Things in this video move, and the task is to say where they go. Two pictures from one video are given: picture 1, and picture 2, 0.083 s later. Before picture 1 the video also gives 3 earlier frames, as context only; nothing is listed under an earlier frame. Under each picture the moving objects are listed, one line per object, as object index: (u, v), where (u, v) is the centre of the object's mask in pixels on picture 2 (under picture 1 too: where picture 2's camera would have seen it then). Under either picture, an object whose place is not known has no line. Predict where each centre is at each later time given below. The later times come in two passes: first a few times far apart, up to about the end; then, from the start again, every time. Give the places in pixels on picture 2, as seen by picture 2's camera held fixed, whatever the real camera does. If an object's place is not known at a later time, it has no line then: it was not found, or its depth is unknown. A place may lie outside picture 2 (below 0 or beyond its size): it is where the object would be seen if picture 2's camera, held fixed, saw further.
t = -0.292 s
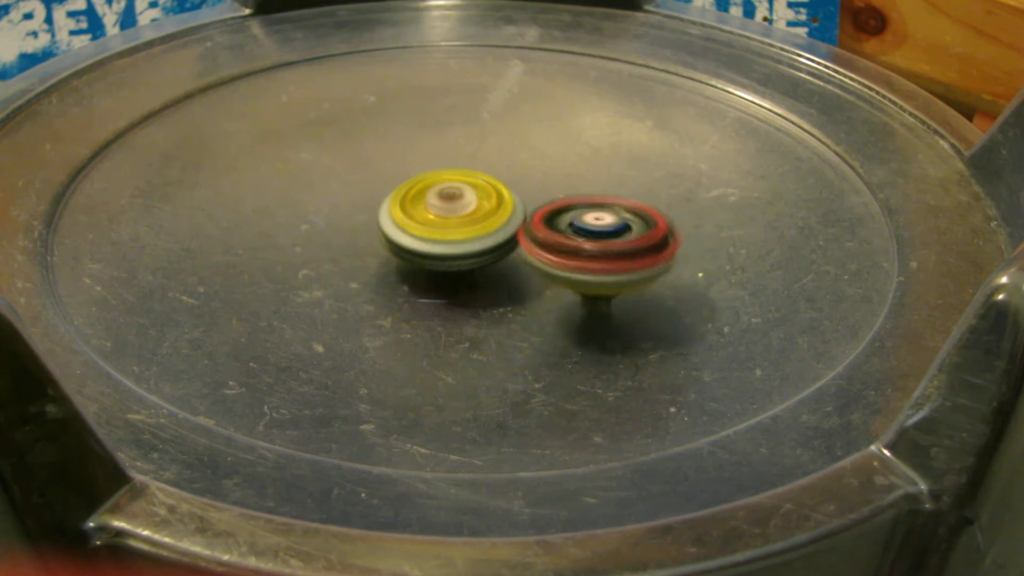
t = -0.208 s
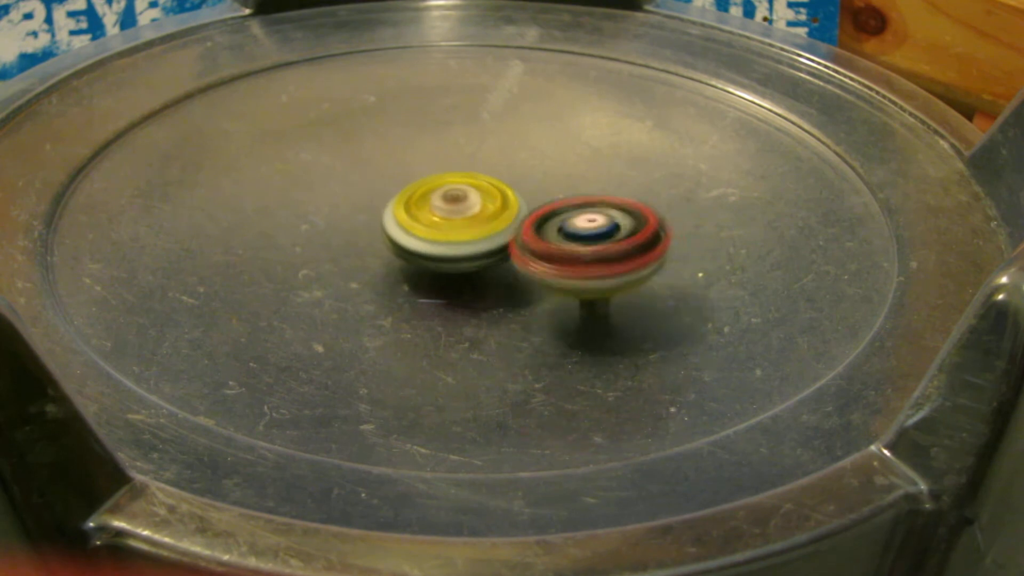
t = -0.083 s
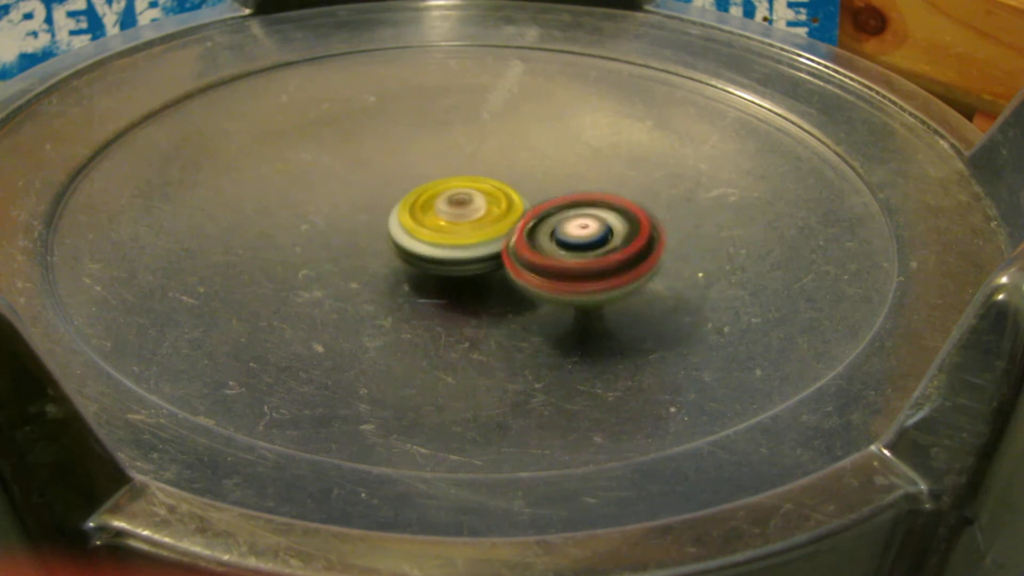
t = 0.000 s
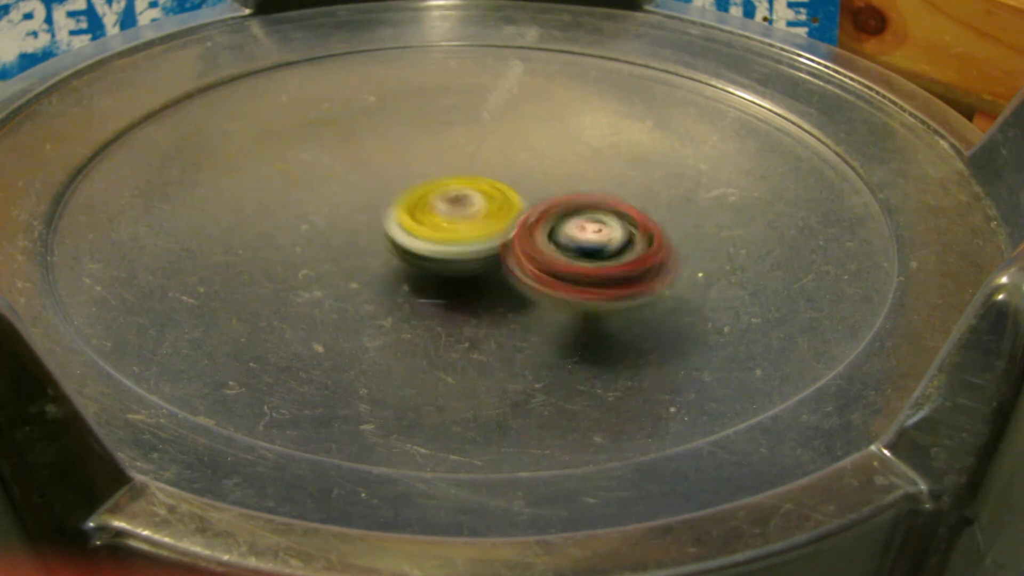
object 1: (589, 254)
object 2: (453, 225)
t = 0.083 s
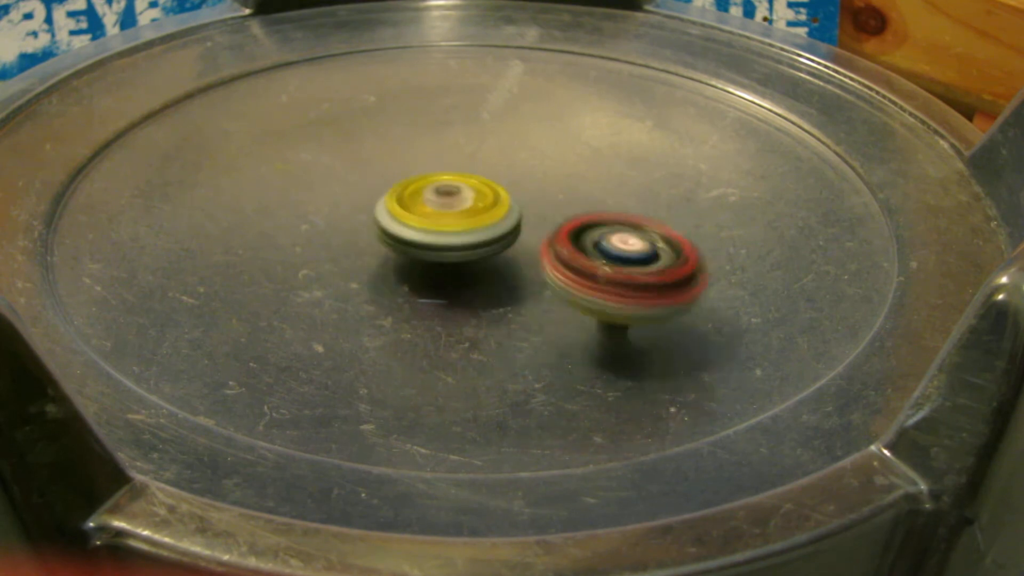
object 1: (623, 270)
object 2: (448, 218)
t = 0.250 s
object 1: (597, 270)
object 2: (443, 219)
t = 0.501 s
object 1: (542, 265)
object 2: (431, 216)
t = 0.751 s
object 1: (526, 270)
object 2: (415, 207)
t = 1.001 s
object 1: (495, 268)
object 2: (416, 204)
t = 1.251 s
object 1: (423, 277)
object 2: (448, 192)
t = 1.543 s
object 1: (394, 266)
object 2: (462, 203)
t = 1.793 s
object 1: (385, 264)
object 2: (473, 209)
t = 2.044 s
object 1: (358, 284)
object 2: (477, 198)
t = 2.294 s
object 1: (442, 255)
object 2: (481, 178)
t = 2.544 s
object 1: (420, 225)
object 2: (496, 173)
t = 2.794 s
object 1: (344, 236)
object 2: (485, 186)
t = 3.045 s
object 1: (370, 241)
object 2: (486, 184)
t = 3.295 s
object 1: (396, 231)
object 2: (485, 176)
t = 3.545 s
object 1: (410, 231)
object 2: (480, 172)
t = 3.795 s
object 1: (394, 248)
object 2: (484, 175)
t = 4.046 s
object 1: (434, 233)
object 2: (495, 166)
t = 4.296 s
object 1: (446, 239)
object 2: (481, 171)
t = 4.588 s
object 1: (420, 238)
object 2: (470, 165)
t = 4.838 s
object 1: (413, 234)
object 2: (467, 164)
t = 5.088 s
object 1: (424, 246)
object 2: (466, 164)
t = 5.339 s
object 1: (464, 225)
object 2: (460, 153)
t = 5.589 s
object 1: (460, 234)
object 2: (451, 155)
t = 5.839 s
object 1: (460, 239)
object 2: (436, 161)
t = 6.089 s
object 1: (466, 227)
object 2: (425, 153)
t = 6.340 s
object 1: (473, 233)
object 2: (426, 162)
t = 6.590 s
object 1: (493, 229)
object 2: (421, 166)
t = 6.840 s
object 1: (506, 228)
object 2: (411, 170)
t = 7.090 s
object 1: (478, 230)
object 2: (395, 166)
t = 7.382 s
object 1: (474, 239)
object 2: (398, 177)
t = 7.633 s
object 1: (486, 233)
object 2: (384, 181)
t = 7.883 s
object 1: (488, 233)
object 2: (383, 181)
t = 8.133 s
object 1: (498, 216)
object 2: (374, 183)
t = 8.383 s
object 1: (550, 206)
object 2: (357, 194)
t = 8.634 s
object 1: (512, 195)
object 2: (348, 214)
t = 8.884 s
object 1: (499, 197)
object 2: (347, 227)
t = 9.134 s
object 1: (511, 197)
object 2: (373, 231)
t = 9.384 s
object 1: (533, 195)
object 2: (407, 250)
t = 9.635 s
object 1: (462, 172)
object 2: (484, 275)
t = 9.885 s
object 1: (423, 165)
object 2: (514, 278)
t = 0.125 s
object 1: (622, 272)
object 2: (446, 218)
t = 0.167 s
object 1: (617, 271)
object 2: (445, 218)
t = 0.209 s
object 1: (609, 270)
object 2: (444, 219)
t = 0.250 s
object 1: (597, 270)
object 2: (443, 219)
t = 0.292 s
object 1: (586, 268)
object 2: (442, 219)
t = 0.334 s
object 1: (576, 268)
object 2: (441, 219)
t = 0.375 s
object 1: (568, 266)
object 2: (439, 219)
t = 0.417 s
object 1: (561, 266)
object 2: (437, 218)
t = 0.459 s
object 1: (553, 266)
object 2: (434, 217)
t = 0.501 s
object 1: (542, 265)
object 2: (431, 216)
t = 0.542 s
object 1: (526, 262)
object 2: (427, 213)
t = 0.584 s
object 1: (517, 259)
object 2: (419, 211)
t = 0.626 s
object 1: (527, 264)
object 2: (415, 208)
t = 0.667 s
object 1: (529, 270)
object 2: (415, 207)
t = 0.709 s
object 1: (528, 270)
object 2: (415, 207)
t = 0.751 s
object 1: (526, 270)
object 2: (415, 207)
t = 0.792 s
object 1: (519, 269)
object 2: (414, 207)
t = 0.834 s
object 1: (512, 270)
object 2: (415, 206)
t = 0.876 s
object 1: (506, 270)
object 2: (415, 206)
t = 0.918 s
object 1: (503, 271)
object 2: (415, 206)
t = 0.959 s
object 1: (499, 269)
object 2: (416, 205)
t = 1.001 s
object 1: (495, 268)
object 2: (416, 204)
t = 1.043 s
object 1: (487, 267)
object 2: (416, 201)
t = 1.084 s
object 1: (477, 263)
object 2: (416, 199)
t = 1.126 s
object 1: (467, 260)
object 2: (420, 193)
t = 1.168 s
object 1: (452, 273)
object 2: (437, 191)
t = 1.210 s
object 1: (436, 275)
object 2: (444, 190)
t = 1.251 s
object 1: (423, 277)
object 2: (448, 192)
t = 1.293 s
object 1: (418, 274)
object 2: (450, 194)
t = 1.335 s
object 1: (415, 275)
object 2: (453, 195)
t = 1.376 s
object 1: (415, 275)
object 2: (454, 197)
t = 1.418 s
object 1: (412, 274)
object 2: (455, 199)
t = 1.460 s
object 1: (407, 270)
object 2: (456, 200)
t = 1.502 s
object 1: (400, 269)
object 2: (458, 201)
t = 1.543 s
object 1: (394, 266)
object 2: (462, 203)
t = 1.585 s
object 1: (393, 262)
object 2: (467, 203)
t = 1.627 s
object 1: (383, 264)
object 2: (472, 205)
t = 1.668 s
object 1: (381, 266)
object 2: (474, 207)
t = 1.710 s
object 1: (387, 266)
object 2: (475, 208)
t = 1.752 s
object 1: (391, 263)
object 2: (475, 209)
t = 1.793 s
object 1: (385, 264)
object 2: (473, 209)
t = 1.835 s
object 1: (367, 275)
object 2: (473, 205)
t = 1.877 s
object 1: (355, 284)
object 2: (480, 199)
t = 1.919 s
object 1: (349, 288)
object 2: (481, 198)
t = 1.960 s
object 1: (349, 291)
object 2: (479, 198)
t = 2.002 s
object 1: (355, 285)
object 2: (478, 198)
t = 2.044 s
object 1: (358, 284)
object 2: (477, 198)
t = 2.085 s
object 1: (366, 279)
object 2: (475, 198)
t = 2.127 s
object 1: (383, 273)
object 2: (476, 197)
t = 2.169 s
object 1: (403, 266)
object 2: (477, 193)
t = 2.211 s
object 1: (423, 256)
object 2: (477, 189)
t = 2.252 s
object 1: (437, 253)
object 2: (480, 182)
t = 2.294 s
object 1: (442, 255)
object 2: (481, 178)
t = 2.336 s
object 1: (440, 255)
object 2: (482, 177)
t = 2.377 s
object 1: (434, 254)
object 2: (484, 176)
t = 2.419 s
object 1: (432, 245)
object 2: (485, 175)
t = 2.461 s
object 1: (429, 240)
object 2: (488, 173)
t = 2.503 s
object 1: (424, 233)
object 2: (490, 173)
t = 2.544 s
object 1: (420, 225)
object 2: (496, 173)
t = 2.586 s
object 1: (397, 229)
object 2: (493, 175)
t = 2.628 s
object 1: (383, 233)
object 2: (491, 179)
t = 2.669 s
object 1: (366, 232)
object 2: (489, 181)
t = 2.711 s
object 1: (352, 234)
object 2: (488, 183)
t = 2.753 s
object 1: (344, 235)
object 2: (486, 184)
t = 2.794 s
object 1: (344, 236)
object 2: (485, 186)
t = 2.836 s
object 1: (347, 237)
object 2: (484, 187)
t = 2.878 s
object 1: (347, 239)
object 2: (482, 188)
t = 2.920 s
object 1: (351, 238)
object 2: (479, 190)
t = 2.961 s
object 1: (360, 236)
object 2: (481, 189)
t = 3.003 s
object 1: (373, 236)
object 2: (481, 189)
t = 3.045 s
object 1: (370, 241)
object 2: (486, 184)
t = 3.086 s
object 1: (371, 244)
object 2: (489, 182)
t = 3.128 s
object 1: (379, 245)
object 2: (488, 182)
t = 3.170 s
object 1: (388, 243)
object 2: (486, 181)
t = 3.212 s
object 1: (391, 239)
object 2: (483, 181)
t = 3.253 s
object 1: (393, 234)
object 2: (484, 179)
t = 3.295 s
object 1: (396, 231)
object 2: (485, 176)
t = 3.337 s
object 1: (397, 232)
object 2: (485, 175)
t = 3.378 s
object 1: (397, 232)
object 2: (484, 174)
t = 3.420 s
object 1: (398, 233)
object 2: (483, 174)
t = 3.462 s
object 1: (399, 231)
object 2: (482, 173)
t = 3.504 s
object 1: (404, 231)
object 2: (482, 172)
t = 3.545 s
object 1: (410, 231)
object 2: (480, 172)
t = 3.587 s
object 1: (418, 234)
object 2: (479, 171)
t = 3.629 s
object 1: (422, 235)
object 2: (478, 171)
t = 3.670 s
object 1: (418, 240)
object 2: (476, 173)
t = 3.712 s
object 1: (399, 244)
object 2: (482, 174)
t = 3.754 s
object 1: (393, 246)
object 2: (484, 175)
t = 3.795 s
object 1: (394, 248)
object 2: (484, 175)
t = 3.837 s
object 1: (396, 243)
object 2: (485, 174)
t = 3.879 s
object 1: (401, 240)
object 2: (486, 173)
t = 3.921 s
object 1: (411, 237)
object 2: (488, 171)
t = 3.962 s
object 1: (421, 232)
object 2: (491, 170)
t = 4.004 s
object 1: (428, 234)
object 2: (494, 165)
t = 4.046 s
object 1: (434, 233)
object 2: (495, 166)
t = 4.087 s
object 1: (437, 229)
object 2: (495, 166)
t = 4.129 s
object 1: (432, 235)
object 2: (494, 167)
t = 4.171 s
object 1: (436, 238)
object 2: (494, 168)
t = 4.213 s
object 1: (446, 240)
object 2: (490, 169)
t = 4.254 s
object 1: (449, 241)
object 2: (485, 170)
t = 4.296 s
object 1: (446, 239)
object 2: (481, 171)
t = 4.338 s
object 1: (430, 239)
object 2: (481, 170)
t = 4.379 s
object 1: (425, 241)
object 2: (481, 169)
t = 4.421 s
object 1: (427, 243)
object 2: (479, 168)
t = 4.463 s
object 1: (431, 242)
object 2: (476, 167)
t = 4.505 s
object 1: (431, 241)
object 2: (474, 167)
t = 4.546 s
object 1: (428, 239)
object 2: (472, 166)
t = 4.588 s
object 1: (420, 238)
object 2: (470, 165)
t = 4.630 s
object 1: (414, 239)
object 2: (471, 165)
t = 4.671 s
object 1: (414, 238)
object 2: (470, 165)
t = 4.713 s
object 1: (415, 236)
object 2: (470, 164)
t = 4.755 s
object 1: (414, 233)
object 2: (468, 164)
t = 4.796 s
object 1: (411, 233)
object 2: (468, 165)
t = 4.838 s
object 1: (413, 234)
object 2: (467, 164)
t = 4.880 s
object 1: (419, 237)
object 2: (466, 165)
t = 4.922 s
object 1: (425, 234)
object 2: (463, 165)
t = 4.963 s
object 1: (424, 239)
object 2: (461, 165)
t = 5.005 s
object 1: (419, 245)
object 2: (465, 162)
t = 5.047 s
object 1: (420, 248)
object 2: (468, 163)
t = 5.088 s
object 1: (424, 246)
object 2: (466, 164)
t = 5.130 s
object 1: (431, 245)
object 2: (464, 162)
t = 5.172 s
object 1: (437, 243)
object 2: (463, 161)
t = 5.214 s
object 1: (442, 241)
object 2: (462, 159)
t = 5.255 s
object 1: (451, 234)
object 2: (461, 156)
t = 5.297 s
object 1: (460, 228)
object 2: (459, 156)
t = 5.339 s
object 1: (464, 225)
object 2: (460, 153)
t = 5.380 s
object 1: (462, 226)
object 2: (460, 153)
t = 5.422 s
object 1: (460, 230)
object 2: (460, 153)
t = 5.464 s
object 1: (461, 230)
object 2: (460, 154)
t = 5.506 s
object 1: (461, 226)
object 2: (459, 154)
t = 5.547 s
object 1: (459, 227)
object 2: (454, 155)
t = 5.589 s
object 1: (460, 234)
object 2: (451, 155)
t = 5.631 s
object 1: (458, 238)
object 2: (449, 158)
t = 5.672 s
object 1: (458, 240)
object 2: (445, 158)
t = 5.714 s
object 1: (463, 241)
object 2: (444, 159)
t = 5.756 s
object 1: (464, 244)
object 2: (441, 161)
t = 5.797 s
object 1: (462, 244)
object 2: (439, 162)
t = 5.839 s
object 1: (460, 239)
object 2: (436, 161)
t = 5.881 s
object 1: (460, 237)
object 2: (432, 159)
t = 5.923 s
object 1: (460, 234)
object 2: (430, 159)
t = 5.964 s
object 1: (454, 229)
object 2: (426, 156)
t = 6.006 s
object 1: (454, 225)
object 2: (423, 153)
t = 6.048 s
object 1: (460, 227)
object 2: (424, 152)
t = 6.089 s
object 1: (466, 227)
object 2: (425, 153)
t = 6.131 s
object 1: (467, 226)
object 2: (424, 157)
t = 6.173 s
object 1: (463, 227)
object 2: (424, 158)
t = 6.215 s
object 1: (462, 229)
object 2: (427, 157)
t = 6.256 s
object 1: (467, 231)
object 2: (428, 158)
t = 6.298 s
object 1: (472, 233)
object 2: (426, 161)
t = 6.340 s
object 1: (473, 233)
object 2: (426, 162)
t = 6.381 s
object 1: (480, 231)
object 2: (424, 163)
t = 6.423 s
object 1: (489, 237)
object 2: (424, 160)
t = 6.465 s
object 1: (498, 239)
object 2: (427, 162)
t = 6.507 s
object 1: (497, 238)
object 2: (425, 165)
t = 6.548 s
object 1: (496, 232)
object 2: (421, 167)
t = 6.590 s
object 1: (493, 229)
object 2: (421, 166)
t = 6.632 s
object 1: (488, 223)
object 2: (417, 164)
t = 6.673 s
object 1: (492, 221)
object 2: (411, 165)
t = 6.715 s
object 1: (503, 226)
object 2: (412, 165)
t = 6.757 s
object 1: (508, 227)
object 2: (414, 165)
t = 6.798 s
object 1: (509, 227)
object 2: (412, 167)
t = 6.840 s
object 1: (506, 228)
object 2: (411, 170)
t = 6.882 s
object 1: (497, 231)
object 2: (411, 169)
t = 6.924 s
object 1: (490, 228)
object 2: (409, 169)
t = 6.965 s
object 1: (484, 226)
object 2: (403, 169)
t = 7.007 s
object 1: (481, 227)
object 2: (397, 169)
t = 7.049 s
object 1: (476, 224)
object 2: (395, 167)
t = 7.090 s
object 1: (478, 230)
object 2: (395, 166)
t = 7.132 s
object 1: (477, 236)
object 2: (400, 165)
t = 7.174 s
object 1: (472, 239)
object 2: (401, 167)
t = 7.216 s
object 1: (476, 240)
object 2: (401, 171)
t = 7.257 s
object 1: (474, 243)
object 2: (400, 172)
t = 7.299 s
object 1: (473, 245)
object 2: (401, 174)
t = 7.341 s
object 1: (474, 240)
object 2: (400, 176)
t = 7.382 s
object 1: (474, 239)
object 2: (398, 177)
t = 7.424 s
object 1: (472, 238)
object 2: (396, 178)
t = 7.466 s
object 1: (472, 233)
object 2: (392, 178)
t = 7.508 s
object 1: (476, 232)
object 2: (389, 178)
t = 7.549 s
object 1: (479, 232)
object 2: (388, 179)
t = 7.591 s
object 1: (482, 233)
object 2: (385, 180)
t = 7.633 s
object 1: (486, 233)
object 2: (384, 181)
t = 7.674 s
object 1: (486, 234)
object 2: (383, 182)
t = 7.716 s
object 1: (483, 236)
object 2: (384, 182)
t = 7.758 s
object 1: (478, 239)
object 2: (384, 182)
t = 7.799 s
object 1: (482, 240)
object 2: (382, 178)
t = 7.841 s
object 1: (485, 239)
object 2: (382, 179)
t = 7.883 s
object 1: (488, 233)
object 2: (383, 181)
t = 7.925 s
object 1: (493, 230)
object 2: (380, 183)
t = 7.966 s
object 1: (497, 227)
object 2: (378, 186)
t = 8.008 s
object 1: (489, 224)
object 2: (375, 187)
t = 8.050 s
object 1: (488, 221)
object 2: (371, 185)
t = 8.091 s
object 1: (491, 218)
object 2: (372, 183)
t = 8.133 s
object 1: (498, 216)
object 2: (374, 183)
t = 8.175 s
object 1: (503, 213)
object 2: (372, 187)
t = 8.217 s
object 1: (521, 218)
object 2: (365, 185)
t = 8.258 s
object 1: (531, 218)
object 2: (363, 189)
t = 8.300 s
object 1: (539, 211)
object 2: (360, 192)
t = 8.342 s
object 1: (548, 207)
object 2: (356, 192)
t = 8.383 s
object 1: (550, 206)
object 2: (357, 194)
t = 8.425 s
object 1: (539, 204)
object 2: (358, 201)
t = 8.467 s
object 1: (529, 202)
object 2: (354, 203)
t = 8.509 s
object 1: (525, 202)
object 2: (354, 203)
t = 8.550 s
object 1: (514, 198)
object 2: (357, 209)
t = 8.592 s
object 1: (508, 195)
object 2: (351, 213)
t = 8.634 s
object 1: (512, 195)
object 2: (348, 214)
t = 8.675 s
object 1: (510, 200)
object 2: (352, 218)
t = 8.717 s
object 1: (504, 201)
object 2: (351, 224)
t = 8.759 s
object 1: (500, 201)
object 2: (347, 225)
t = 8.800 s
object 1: (499, 201)
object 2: (349, 227)
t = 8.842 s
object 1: (500, 200)
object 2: (347, 227)
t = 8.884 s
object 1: (499, 197)
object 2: (347, 227)
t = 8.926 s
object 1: (498, 196)
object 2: (349, 225)
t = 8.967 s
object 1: (502, 189)
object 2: (355, 224)
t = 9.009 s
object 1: (507, 189)
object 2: (363, 229)
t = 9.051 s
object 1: (509, 190)
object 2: (367, 233)
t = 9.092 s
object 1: (513, 193)
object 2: (370, 232)
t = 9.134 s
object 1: (511, 197)
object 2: (373, 231)
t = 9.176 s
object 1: (510, 202)
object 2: (376, 237)
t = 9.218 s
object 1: (519, 205)
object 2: (382, 239)
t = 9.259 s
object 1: (531, 206)
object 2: (386, 241)
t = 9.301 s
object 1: (536, 204)
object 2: (391, 243)
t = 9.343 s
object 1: (537, 197)
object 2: (399, 247)
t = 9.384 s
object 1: (533, 195)
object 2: (407, 250)
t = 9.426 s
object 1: (530, 192)
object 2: (419, 254)
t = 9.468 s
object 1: (525, 187)
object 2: (429, 257)
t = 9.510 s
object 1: (522, 187)
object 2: (440, 261)
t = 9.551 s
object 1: (507, 177)
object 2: (454, 264)
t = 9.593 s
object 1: (482, 174)
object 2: (474, 272)
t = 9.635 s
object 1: (462, 172)
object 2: (484, 275)
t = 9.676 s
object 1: (445, 176)
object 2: (499, 278)
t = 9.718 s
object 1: (435, 174)
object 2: (506, 281)
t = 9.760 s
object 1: (429, 168)
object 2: (517, 281)
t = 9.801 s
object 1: (425, 166)
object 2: (518, 282)
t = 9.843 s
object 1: (423, 166)
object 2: (516, 282)
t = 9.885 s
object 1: (423, 165)
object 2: (514, 278)
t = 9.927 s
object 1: (425, 167)
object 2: (514, 273)
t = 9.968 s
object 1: (427, 169)
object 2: (511, 273)
